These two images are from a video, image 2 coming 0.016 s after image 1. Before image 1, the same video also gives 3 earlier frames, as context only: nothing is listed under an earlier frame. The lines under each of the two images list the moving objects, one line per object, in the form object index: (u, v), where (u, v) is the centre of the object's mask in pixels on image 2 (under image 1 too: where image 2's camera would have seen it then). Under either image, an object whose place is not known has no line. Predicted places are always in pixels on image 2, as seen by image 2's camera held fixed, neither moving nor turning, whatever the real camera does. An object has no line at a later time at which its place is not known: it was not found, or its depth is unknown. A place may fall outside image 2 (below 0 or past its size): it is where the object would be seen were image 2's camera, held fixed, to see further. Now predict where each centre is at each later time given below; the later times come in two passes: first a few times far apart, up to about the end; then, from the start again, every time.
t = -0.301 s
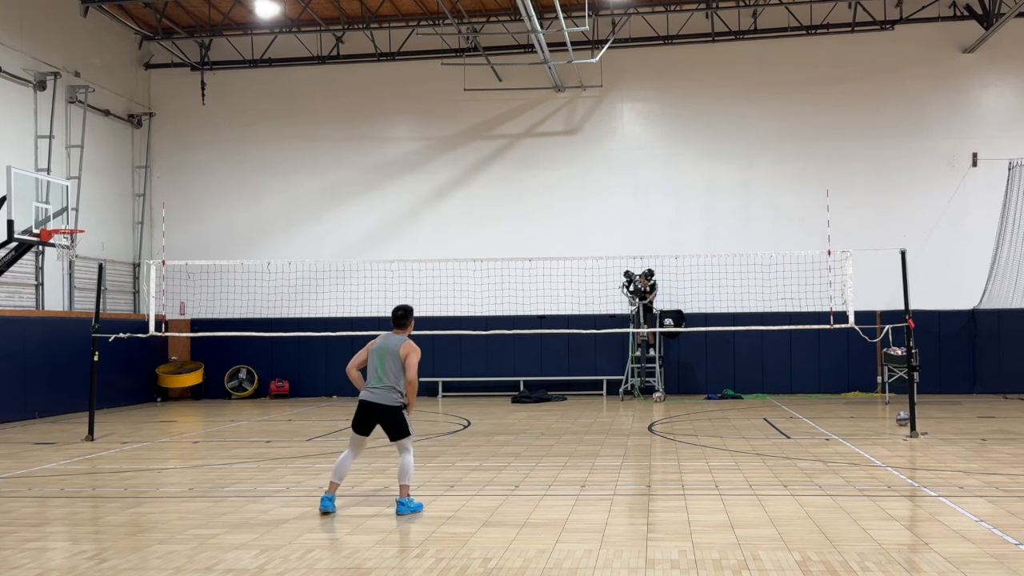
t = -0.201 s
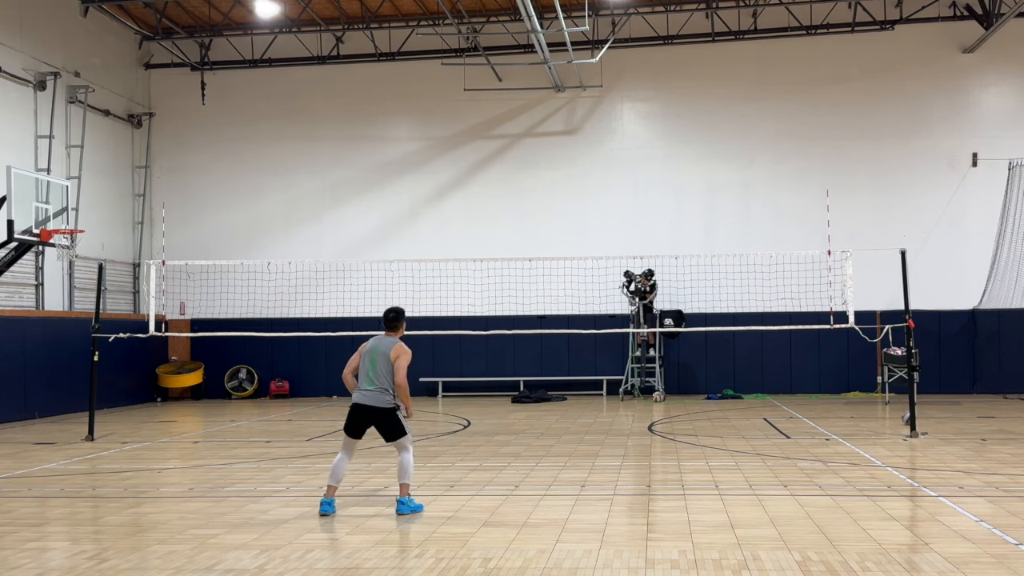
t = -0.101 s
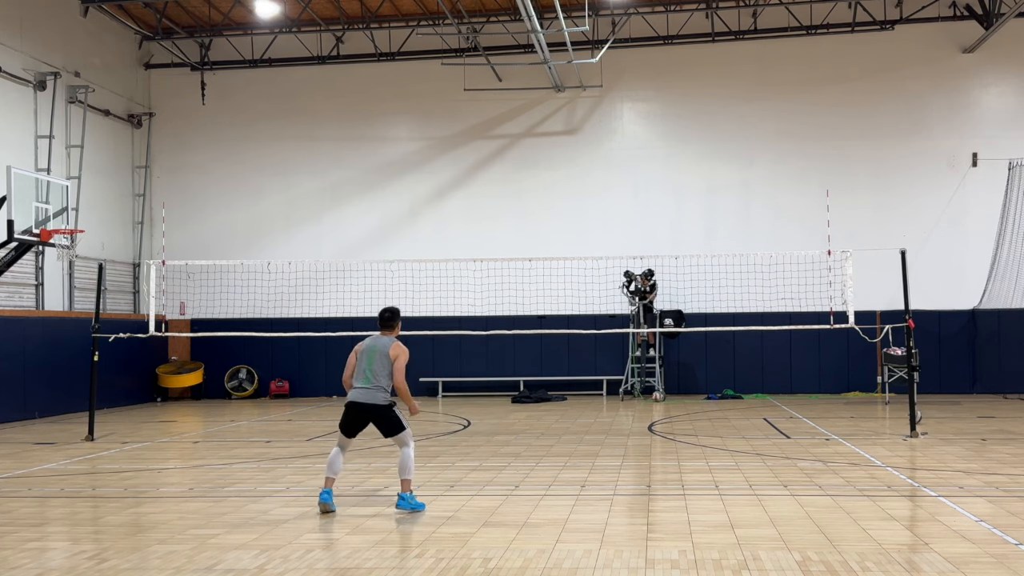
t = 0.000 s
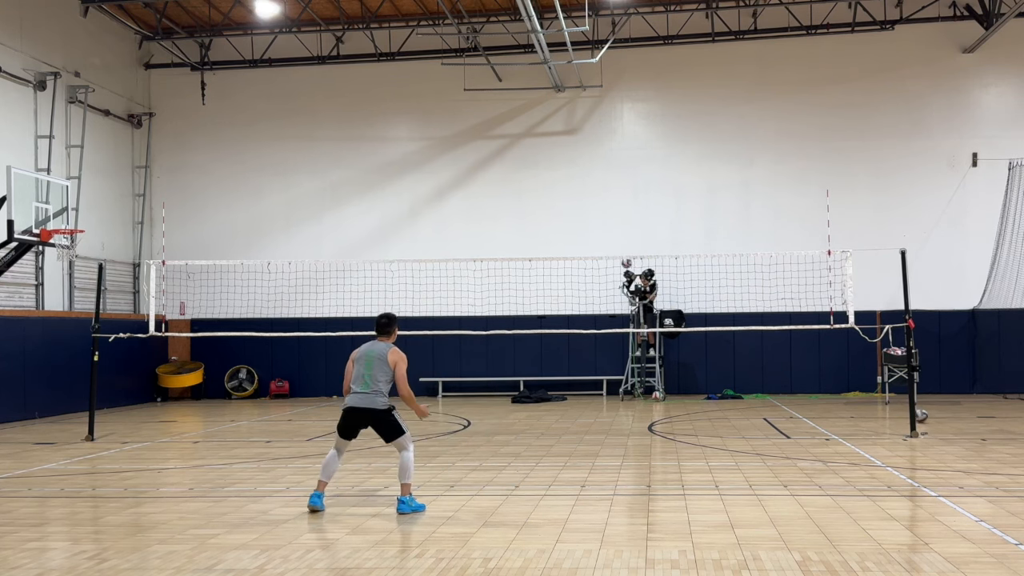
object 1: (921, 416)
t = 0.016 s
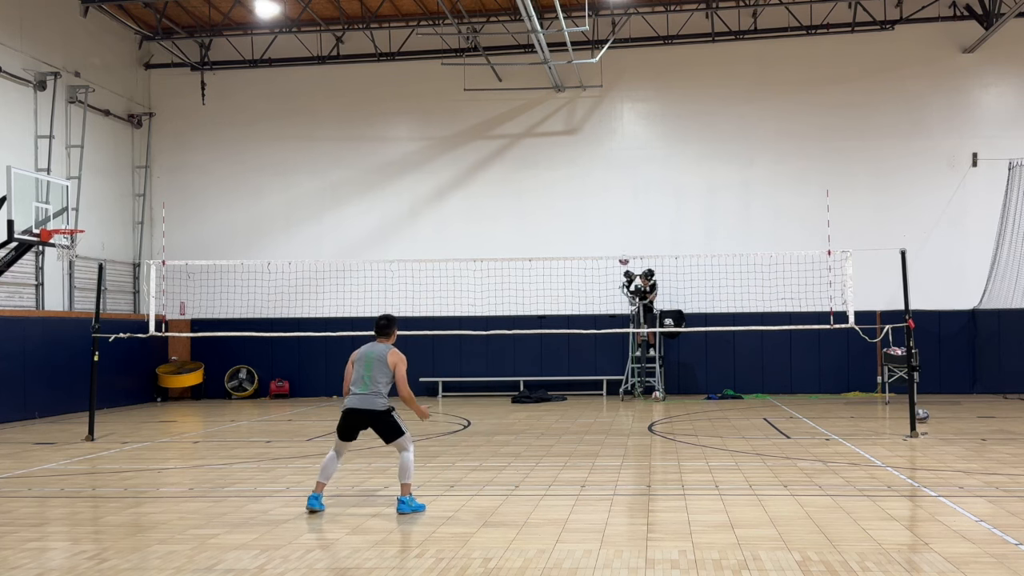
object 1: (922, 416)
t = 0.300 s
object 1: (938, 414)
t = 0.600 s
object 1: (953, 411)
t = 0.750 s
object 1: (961, 411)
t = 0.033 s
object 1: (923, 416)
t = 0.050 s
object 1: (924, 416)
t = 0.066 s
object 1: (925, 416)
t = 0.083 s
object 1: (926, 415)
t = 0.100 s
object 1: (927, 415)
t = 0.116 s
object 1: (928, 416)
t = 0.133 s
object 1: (929, 415)
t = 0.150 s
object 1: (929, 415)
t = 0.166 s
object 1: (930, 415)
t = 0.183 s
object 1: (931, 415)
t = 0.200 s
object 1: (932, 415)
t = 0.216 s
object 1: (933, 415)
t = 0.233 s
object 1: (934, 415)
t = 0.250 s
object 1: (934, 414)
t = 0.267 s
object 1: (935, 414)
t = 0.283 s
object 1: (937, 414)
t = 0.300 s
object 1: (938, 414)
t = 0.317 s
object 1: (938, 414)
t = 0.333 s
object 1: (939, 414)
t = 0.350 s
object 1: (941, 413)
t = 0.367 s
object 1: (942, 413)
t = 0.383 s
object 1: (942, 414)
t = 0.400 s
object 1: (943, 413)
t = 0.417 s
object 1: (944, 413)
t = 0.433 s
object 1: (945, 413)
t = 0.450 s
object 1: (946, 413)
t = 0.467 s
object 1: (947, 413)
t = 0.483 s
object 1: (948, 413)
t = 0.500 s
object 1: (949, 413)
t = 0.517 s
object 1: (949, 413)
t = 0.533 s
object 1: (950, 413)
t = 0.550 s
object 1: (951, 413)
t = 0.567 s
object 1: (951, 412)
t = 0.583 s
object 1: (952, 412)
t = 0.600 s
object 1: (953, 411)
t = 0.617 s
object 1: (954, 411)
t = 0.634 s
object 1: (955, 412)
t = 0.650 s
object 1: (956, 412)
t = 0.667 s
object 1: (957, 411)
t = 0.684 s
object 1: (958, 411)
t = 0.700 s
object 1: (959, 411)
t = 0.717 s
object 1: (960, 411)
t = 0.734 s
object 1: (960, 411)
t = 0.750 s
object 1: (961, 411)
